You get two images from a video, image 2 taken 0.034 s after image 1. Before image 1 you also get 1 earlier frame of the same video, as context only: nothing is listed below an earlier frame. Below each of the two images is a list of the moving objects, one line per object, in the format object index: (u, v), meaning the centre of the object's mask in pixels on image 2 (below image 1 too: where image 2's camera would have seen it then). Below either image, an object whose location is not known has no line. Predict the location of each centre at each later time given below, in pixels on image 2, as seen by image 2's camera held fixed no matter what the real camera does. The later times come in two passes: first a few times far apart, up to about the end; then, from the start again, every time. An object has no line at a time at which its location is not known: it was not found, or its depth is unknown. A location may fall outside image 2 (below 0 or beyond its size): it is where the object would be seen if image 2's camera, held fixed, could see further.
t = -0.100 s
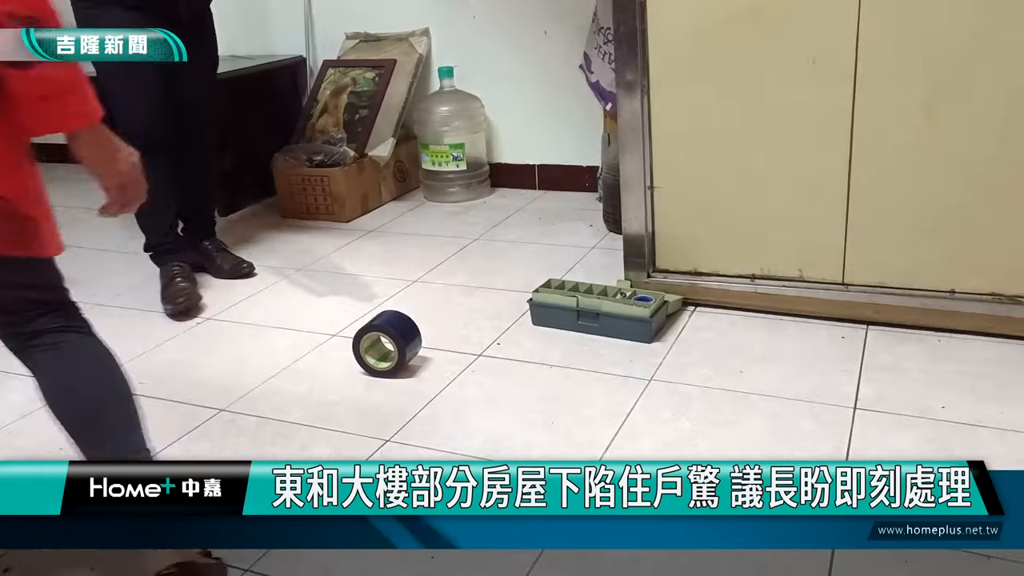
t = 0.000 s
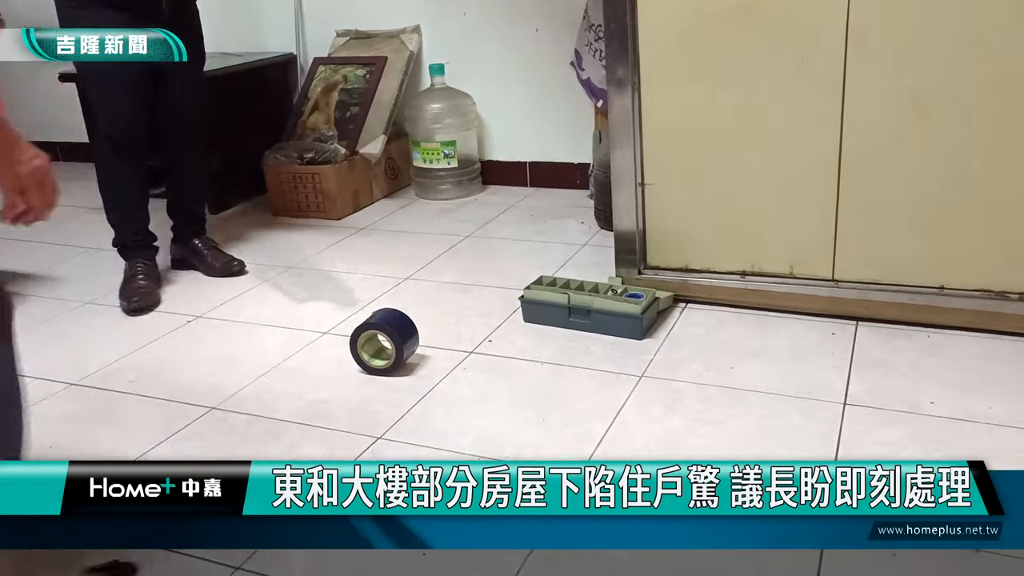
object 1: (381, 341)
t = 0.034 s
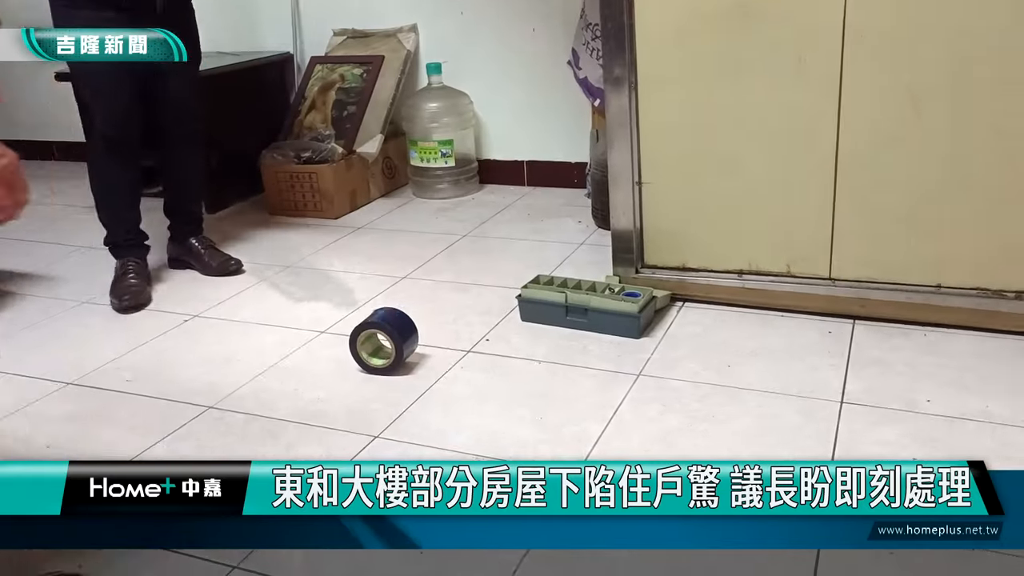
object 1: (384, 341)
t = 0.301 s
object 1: (401, 342)
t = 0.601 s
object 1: (425, 344)
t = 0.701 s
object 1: (433, 345)
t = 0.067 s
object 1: (386, 341)
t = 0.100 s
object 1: (388, 342)
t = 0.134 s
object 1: (390, 342)
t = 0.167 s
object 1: (393, 342)
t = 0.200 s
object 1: (394, 342)
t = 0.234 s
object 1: (397, 342)
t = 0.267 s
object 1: (399, 342)
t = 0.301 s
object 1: (401, 342)
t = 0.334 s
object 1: (404, 342)
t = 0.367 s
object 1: (406, 342)
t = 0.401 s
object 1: (409, 343)
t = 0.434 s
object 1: (411, 343)
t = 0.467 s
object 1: (414, 343)
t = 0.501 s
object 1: (417, 343)
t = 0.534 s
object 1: (419, 344)
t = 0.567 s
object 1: (422, 344)
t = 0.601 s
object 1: (425, 344)
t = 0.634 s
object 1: (428, 344)
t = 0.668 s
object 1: (430, 345)
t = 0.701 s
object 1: (433, 345)
